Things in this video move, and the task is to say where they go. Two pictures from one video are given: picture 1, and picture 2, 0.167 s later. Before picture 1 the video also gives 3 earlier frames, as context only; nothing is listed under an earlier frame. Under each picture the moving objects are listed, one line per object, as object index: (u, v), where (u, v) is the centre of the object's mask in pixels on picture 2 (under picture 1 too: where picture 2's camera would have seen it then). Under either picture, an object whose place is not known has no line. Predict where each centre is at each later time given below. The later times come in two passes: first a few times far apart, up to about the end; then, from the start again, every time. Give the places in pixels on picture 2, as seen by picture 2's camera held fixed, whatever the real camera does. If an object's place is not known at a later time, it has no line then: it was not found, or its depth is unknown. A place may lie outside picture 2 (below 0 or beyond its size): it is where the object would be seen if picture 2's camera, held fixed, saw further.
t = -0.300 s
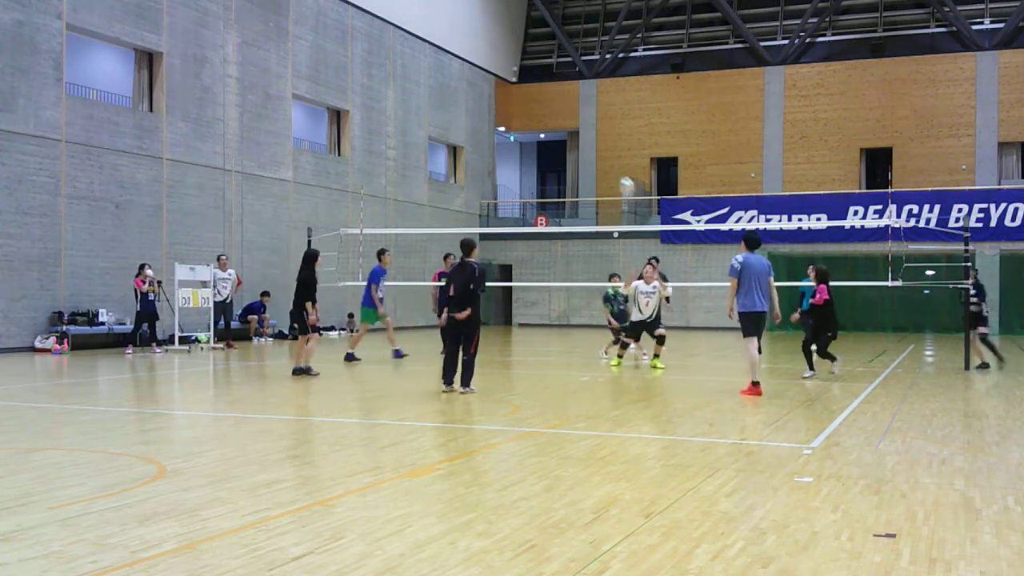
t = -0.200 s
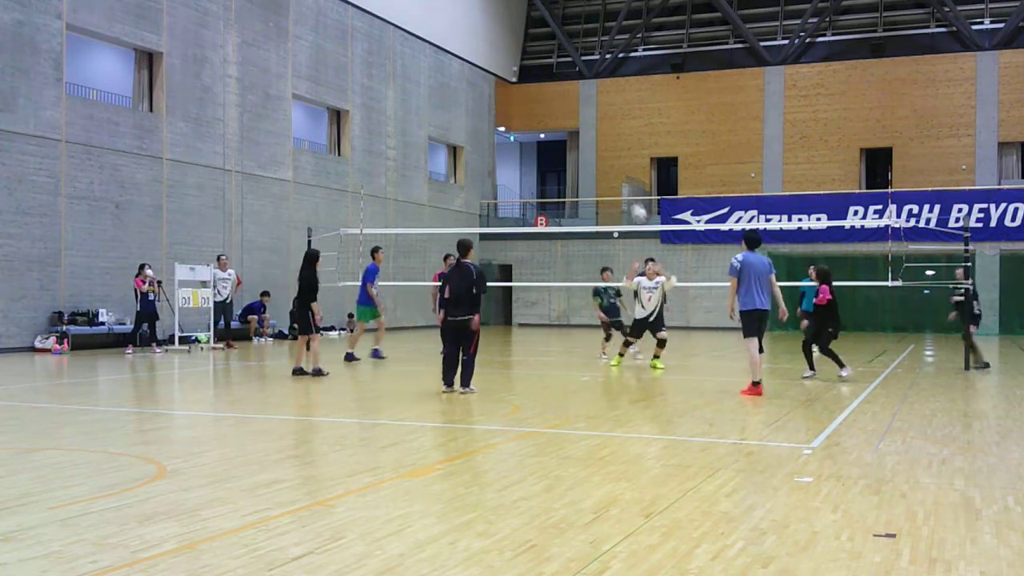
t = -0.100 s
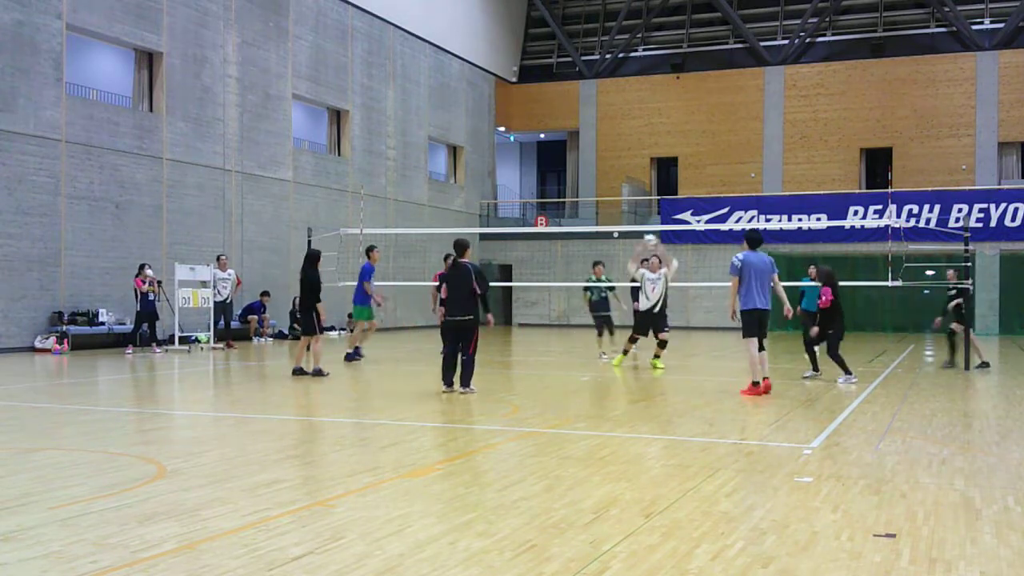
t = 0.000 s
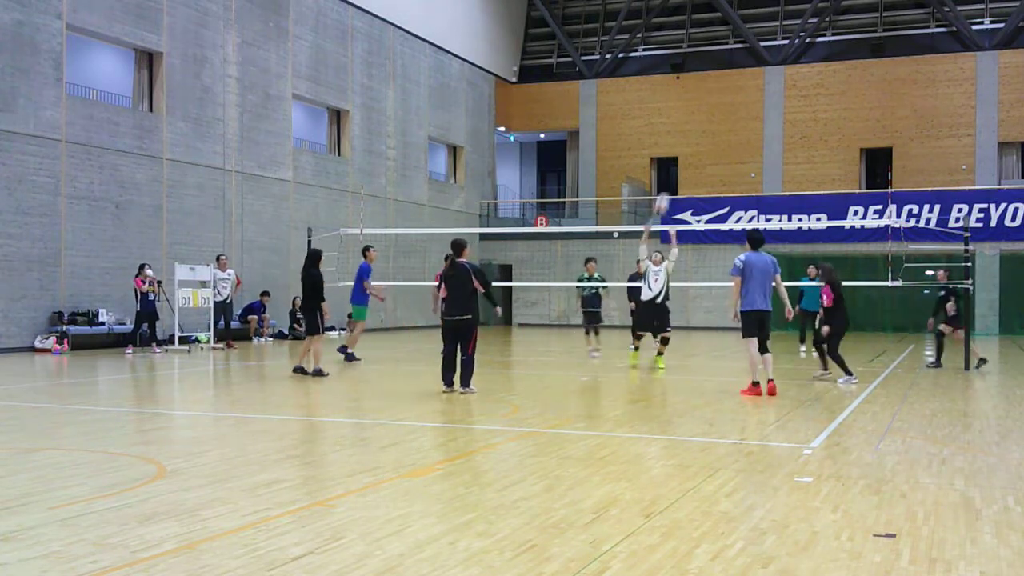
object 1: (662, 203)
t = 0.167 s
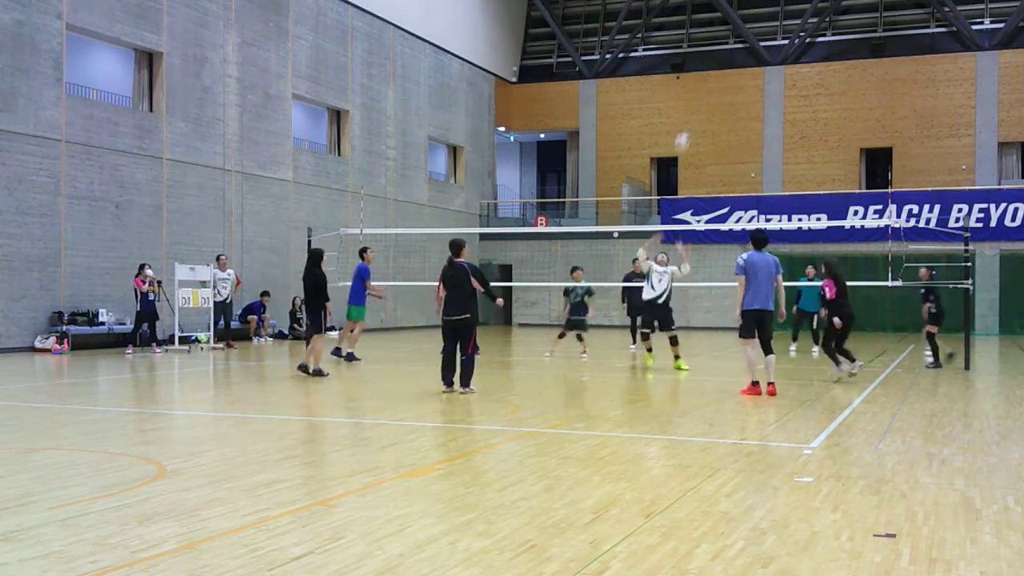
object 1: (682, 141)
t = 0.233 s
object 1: (689, 122)
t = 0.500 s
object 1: (717, 76)
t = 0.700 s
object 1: (737, 72)
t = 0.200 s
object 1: (685, 131)
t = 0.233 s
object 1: (689, 122)
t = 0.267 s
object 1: (693, 114)
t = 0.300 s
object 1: (696, 106)
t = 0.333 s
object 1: (700, 99)
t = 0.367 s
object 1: (703, 93)
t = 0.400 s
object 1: (707, 87)
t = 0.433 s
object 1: (710, 83)
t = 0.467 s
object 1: (714, 79)
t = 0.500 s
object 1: (717, 76)
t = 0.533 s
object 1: (720, 74)
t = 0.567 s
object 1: (724, 72)
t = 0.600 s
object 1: (727, 71)
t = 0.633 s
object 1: (730, 70)
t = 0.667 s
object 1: (734, 71)
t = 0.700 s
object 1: (737, 72)
